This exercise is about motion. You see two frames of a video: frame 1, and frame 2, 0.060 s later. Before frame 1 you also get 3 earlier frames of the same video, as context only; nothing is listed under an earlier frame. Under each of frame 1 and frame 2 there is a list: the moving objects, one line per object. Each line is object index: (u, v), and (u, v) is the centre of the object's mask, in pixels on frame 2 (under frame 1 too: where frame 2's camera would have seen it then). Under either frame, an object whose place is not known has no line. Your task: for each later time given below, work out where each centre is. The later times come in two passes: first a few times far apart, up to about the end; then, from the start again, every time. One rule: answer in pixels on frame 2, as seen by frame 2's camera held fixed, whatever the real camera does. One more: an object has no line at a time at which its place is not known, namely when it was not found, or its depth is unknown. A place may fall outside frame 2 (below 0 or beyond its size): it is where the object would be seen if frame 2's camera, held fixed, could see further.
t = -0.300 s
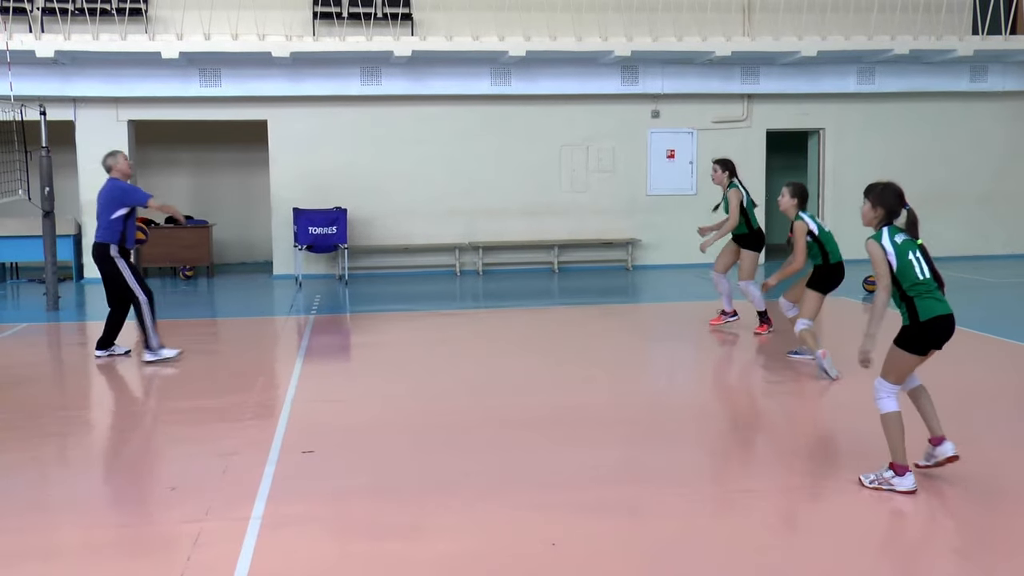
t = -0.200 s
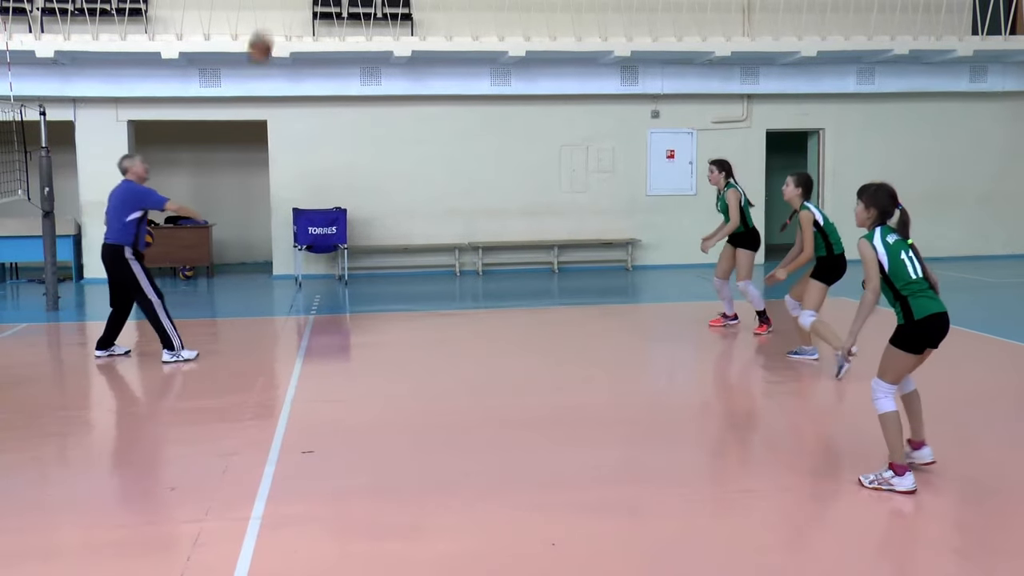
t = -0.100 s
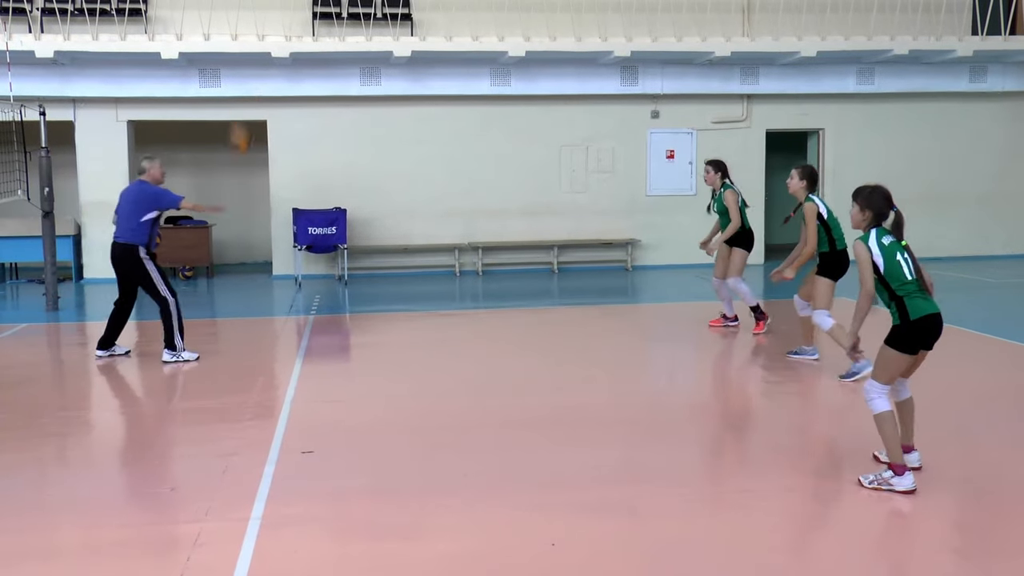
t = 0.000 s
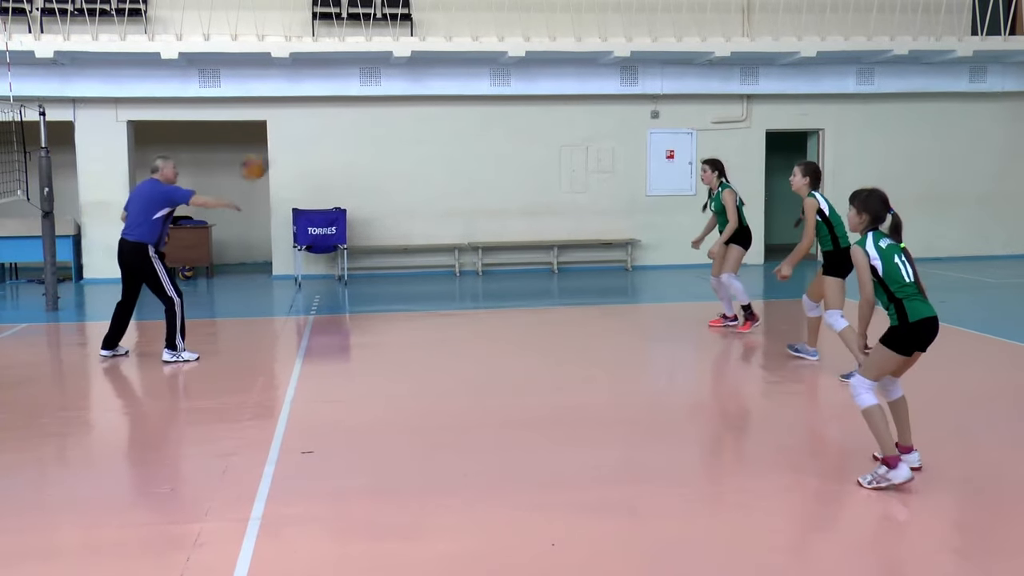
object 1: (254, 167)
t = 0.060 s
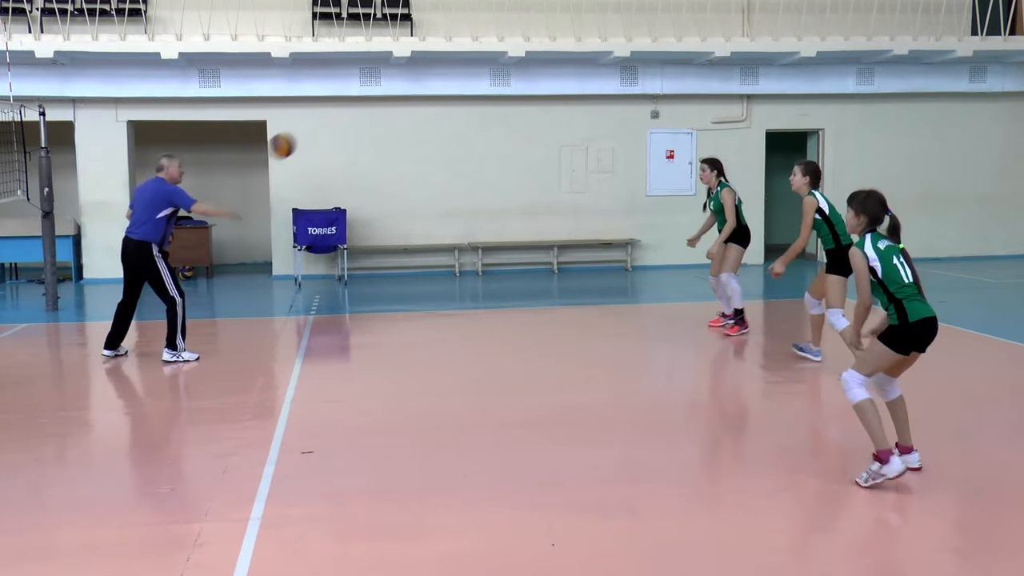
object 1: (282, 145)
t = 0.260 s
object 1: (375, 106)
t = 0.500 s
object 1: (486, 121)
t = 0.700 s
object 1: (577, 185)
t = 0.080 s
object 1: (291, 139)
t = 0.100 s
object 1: (300, 134)
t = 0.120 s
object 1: (310, 128)
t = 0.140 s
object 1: (319, 124)
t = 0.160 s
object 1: (328, 120)
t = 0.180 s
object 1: (338, 116)
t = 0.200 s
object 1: (347, 113)
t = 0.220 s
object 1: (356, 110)
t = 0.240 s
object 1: (366, 108)
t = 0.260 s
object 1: (375, 106)
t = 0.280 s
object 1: (384, 105)
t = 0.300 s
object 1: (394, 103)
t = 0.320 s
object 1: (403, 103)
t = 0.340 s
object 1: (412, 103)
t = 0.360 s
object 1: (421, 104)
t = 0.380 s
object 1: (430, 105)
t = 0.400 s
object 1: (439, 107)
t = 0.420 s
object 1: (449, 108)
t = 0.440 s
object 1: (458, 111)
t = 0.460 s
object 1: (468, 114)
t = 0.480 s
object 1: (477, 117)
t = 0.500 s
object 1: (486, 121)
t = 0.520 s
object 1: (495, 125)
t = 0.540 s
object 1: (505, 130)
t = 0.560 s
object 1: (514, 135)
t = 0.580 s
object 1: (523, 141)
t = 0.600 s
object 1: (532, 147)
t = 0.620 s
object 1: (541, 154)
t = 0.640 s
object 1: (550, 161)
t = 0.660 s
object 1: (559, 169)
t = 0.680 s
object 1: (568, 177)
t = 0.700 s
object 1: (577, 185)
